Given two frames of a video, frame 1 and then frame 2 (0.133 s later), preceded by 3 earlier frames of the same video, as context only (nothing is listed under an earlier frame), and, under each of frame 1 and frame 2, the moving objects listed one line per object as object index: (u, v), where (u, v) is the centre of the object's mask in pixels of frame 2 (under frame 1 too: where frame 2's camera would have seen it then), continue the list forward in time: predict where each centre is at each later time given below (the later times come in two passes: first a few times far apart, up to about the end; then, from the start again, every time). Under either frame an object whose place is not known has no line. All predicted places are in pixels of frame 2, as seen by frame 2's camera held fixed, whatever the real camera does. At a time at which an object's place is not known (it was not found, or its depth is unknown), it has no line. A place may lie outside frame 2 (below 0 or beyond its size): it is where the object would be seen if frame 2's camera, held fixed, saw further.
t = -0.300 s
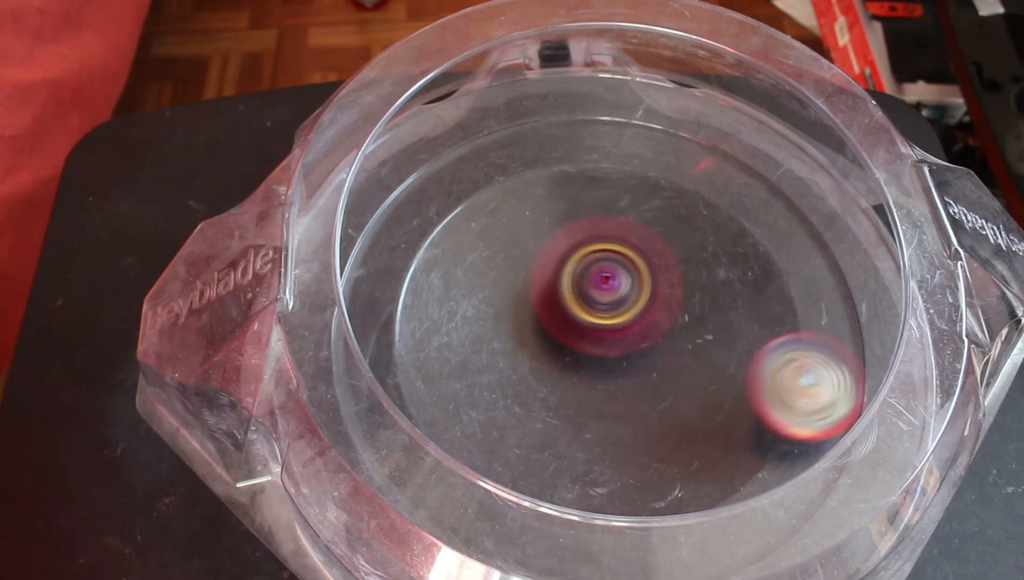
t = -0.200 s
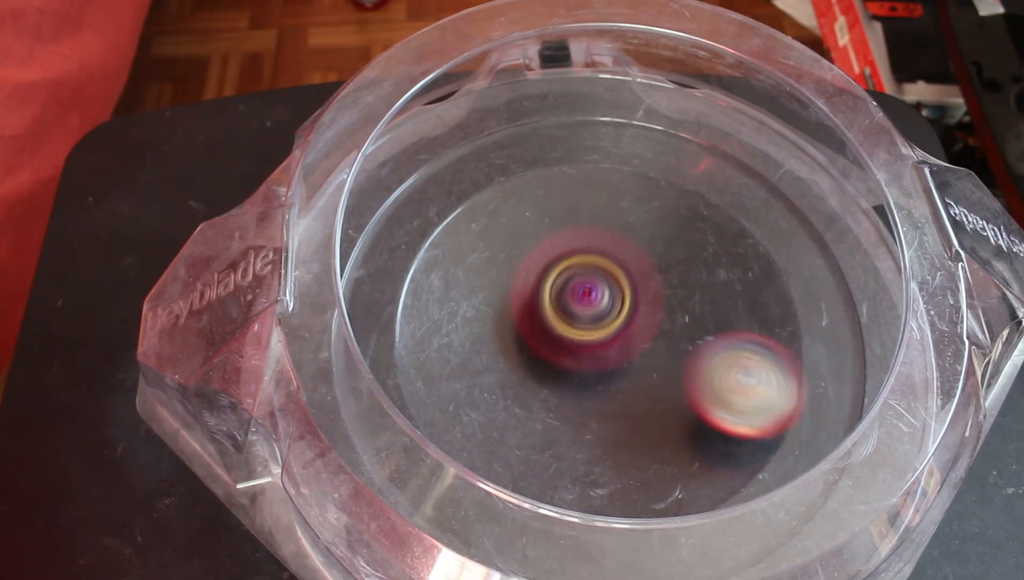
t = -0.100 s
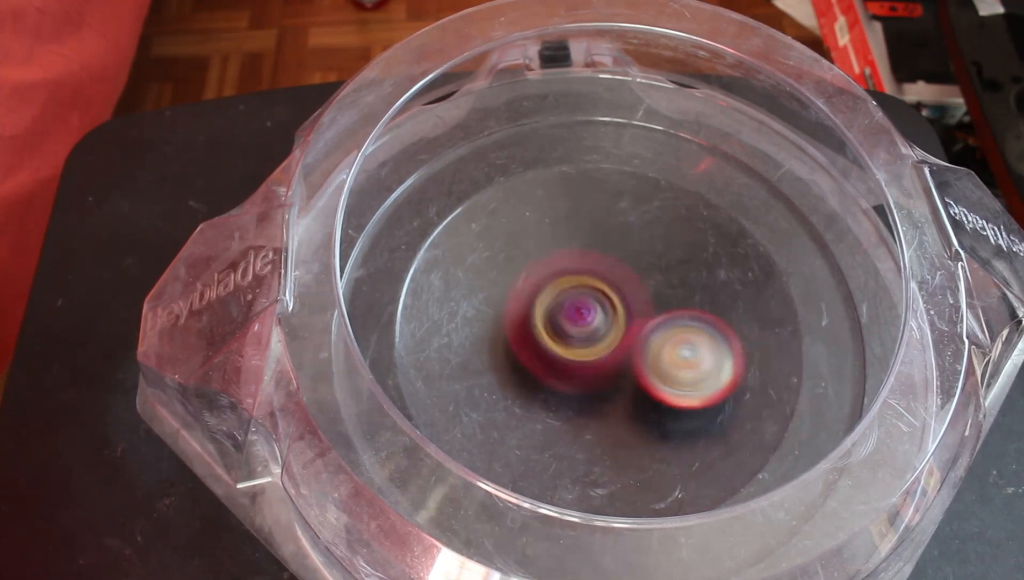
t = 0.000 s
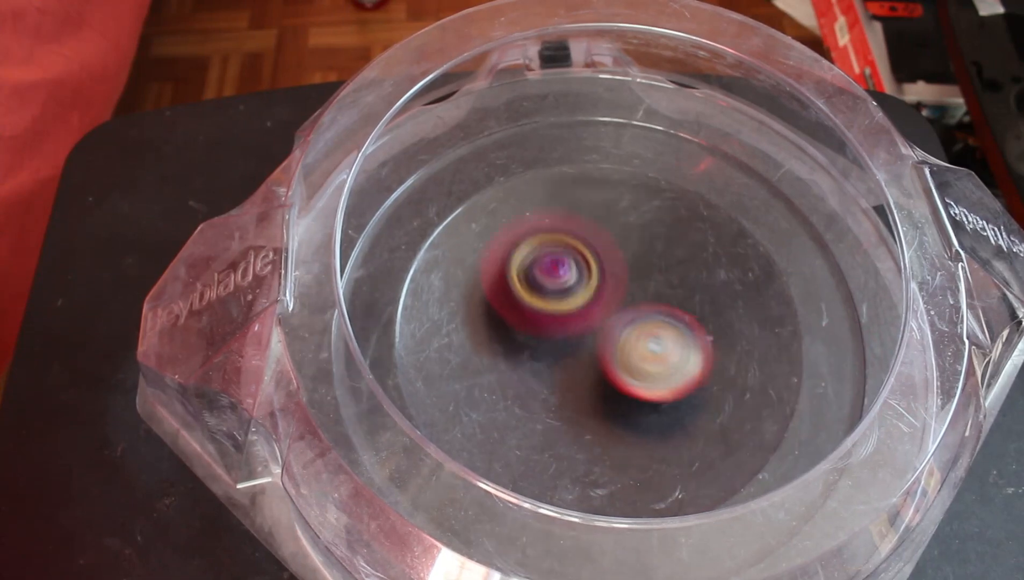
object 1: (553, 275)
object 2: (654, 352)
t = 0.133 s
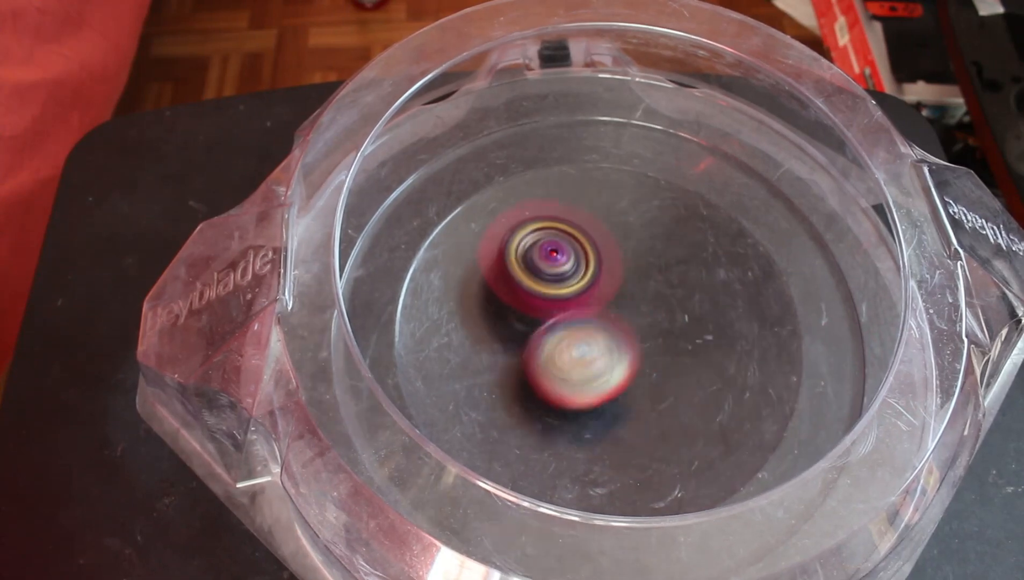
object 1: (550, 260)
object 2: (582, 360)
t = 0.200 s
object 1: (556, 267)
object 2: (558, 386)
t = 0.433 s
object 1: (586, 340)
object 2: (632, 475)
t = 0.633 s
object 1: (600, 346)
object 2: (716, 376)
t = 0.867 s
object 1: (577, 222)
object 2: (628, 322)
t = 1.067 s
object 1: (570, 228)
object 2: (522, 380)
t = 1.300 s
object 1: (579, 317)
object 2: (607, 500)
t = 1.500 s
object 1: (623, 342)
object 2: (721, 415)
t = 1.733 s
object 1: (604, 231)
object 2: (712, 352)
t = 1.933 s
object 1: (588, 204)
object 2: (589, 329)
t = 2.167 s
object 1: (589, 258)
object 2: (526, 427)
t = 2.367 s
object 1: (607, 333)
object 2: (617, 476)
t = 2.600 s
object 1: (648, 265)
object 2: (679, 448)
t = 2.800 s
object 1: (633, 250)
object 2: (624, 347)
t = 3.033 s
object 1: (611, 258)
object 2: (500, 319)
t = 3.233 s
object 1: (596, 286)
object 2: (434, 357)
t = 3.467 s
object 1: (587, 299)
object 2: (535, 396)
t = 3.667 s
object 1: (648, 258)
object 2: (594, 356)
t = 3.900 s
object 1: (669, 246)
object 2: (557, 279)
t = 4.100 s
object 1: (664, 334)
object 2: (506, 300)
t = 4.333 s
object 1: (675, 386)
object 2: (589, 328)
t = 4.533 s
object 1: (685, 389)
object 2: (617, 258)
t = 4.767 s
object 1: (653, 368)
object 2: (571, 246)
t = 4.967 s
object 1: (646, 389)
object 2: (587, 303)
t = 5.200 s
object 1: (630, 382)
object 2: (655, 283)
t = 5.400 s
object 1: (564, 332)
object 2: (645, 260)
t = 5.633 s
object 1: (531, 356)
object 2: (638, 349)
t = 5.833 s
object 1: (580, 408)
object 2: (690, 394)
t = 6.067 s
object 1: (580, 369)
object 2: (704, 433)
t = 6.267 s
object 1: (568, 334)
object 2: (671, 429)
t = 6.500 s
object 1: (622, 320)
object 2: (593, 413)
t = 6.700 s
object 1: (648, 335)
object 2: (557, 401)
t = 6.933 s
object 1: (641, 360)
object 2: (505, 364)
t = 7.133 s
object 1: (639, 380)
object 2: (488, 311)
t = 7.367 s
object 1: (607, 348)
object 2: (527, 287)
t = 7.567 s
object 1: (628, 364)
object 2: (567, 283)
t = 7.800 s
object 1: (641, 378)
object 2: (657, 296)
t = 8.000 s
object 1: (596, 372)
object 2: (670, 296)
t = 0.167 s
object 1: (552, 262)
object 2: (567, 372)
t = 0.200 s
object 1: (556, 267)
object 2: (558, 386)
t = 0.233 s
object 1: (560, 275)
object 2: (553, 399)
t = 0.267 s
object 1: (563, 284)
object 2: (554, 414)
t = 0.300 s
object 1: (567, 295)
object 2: (560, 430)
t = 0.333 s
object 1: (572, 306)
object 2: (571, 445)
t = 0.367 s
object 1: (577, 317)
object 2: (587, 459)
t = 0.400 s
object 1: (582, 330)
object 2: (607, 469)
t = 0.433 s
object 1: (586, 340)
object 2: (632, 475)
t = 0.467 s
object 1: (590, 348)
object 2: (658, 474)
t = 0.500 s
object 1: (594, 353)
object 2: (682, 468)
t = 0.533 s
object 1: (597, 356)
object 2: (701, 454)
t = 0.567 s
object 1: (599, 355)
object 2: (713, 431)
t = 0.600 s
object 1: (599, 351)
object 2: (717, 402)
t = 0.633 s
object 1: (600, 346)
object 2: (716, 376)
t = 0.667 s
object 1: (597, 332)
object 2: (712, 357)
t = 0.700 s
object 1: (595, 316)
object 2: (706, 342)
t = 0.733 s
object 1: (589, 295)
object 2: (698, 333)
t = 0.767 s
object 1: (585, 272)
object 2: (688, 329)
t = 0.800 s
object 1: (582, 251)
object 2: (673, 327)
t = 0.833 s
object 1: (579, 234)
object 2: (653, 324)
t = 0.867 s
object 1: (577, 222)
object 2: (628, 322)
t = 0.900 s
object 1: (575, 216)
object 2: (601, 323)
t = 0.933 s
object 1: (573, 215)
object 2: (577, 330)
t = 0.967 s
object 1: (571, 215)
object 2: (555, 339)
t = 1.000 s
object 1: (570, 217)
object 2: (538, 351)
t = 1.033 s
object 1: (569, 221)
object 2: (528, 365)
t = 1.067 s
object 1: (570, 228)
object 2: (522, 380)
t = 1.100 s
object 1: (570, 237)
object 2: (521, 398)
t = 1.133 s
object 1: (570, 248)
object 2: (525, 417)
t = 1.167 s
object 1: (571, 261)
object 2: (533, 437)
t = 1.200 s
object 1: (571, 275)
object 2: (546, 453)
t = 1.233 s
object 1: (572, 290)
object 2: (562, 472)
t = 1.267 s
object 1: (576, 304)
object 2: (582, 488)
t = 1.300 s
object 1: (579, 317)
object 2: (607, 500)
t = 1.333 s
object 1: (586, 328)
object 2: (634, 503)
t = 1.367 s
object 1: (592, 336)
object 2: (662, 497)
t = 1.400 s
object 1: (601, 341)
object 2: (684, 476)
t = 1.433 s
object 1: (609, 343)
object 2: (704, 462)
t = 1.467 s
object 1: (618, 344)
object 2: (716, 440)
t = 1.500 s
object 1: (623, 342)
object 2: (721, 415)
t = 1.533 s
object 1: (627, 337)
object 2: (722, 391)
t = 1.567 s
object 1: (625, 310)
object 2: (731, 394)
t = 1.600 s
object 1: (621, 285)
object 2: (737, 397)
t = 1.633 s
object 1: (615, 261)
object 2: (737, 394)
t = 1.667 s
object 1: (611, 245)
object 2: (732, 384)
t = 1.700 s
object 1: (607, 235)
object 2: (724, 370)
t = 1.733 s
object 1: (604, 231)
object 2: (712, 352)
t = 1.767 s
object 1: (603, 232)
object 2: (696, 333)
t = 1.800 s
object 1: (602, 234)
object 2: (677, 318)
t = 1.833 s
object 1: (599, 225)
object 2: (656, 318)
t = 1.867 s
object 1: (593, 212)
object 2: (636, 322)
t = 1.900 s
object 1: (590, 205)
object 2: (612, 325)
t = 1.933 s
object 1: (588, 204)
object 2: (589, 329)
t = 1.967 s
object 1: (588, 206)
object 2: (568, 337)
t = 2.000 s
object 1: (588, 211)
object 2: (551, 347)
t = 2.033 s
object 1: (587, 218)
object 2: (538, 360)
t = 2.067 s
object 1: (587, 227)
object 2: (530, 375)
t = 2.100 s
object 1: (587, 236)
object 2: (526, 391)
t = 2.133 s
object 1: (588, 246)
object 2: (525, 409)
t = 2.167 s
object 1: (589, 258)
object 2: (526, 427)
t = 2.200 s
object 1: (589, 270)
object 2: (532, 443)
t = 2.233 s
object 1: (590, 282)
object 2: (541, 459)
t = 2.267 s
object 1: (592, 295)
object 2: (555, 475)
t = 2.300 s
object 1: (595, 308)
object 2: (573, 484)
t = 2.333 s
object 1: (601, 322)
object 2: (595, 478)
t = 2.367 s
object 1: (607, 333)
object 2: (617, 476)
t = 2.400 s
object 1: (615, 343)
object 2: (637, 469)
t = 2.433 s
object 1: (623, 349)
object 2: (651, 455)
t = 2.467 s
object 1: (633, 339)
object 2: (659, 458)
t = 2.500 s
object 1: (640, 317)
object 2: (665, 466)
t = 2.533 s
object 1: (645, 295)
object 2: (670, 467)
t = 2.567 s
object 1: (648, 277)
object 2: (675, 461)
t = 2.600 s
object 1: (648, 265)
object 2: (679, 448)
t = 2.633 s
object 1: (647, 259)
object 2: (679, 428)
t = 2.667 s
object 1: (644, 258)
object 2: (675, 407)
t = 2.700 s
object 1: (640, 261)
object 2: (667, 387)
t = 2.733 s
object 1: (636, 265)
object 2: (656, 368)
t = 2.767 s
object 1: (635, 259)
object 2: (642, 357)
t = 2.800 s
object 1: (633, 250)
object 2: (624, 347)
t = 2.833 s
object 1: (628, 245)
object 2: (606, 336)
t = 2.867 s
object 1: (624, 245)
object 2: (587, 329)
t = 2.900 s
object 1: (622, 246)
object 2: (566, 322)
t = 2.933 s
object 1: (620, 248)
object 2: (549, 318)
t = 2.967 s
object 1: (617, 251)
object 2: (531, 316)
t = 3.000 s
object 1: (614, 254)
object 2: (515, 316)
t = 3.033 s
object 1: (611, 258)
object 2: (500, 319)
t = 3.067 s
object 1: (607, 263)
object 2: (485, 322)
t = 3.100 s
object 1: (605, 269)
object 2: (471, 327)
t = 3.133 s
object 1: (602, 274)
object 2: (459, 332)
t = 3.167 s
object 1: (600, 278)
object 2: (448, 339)
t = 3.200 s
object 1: (598, 282)
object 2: (440, 347)
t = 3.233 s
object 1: (596, 286)
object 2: (434, 357)
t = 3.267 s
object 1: (594, 289)
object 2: (431, 368)
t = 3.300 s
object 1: (593, 292)
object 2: (437, 381)
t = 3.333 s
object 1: (592, 293)
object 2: (448, 392)
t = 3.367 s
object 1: (590, 295)
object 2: (467, 400)
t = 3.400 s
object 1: (589, 297)
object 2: (488, 403)
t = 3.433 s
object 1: (588, 298)
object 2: (512, 401)
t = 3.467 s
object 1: (587, 299)
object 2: (535, 396)
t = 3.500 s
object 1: (590, 297)
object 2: (553, 391)
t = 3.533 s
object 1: (599, 290)
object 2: (567, 387)
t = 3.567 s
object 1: (610, 285)
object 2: (579, 380)
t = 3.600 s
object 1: (623, 275)
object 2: (588, 374)
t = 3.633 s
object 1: (634, 270)
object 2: (596, 363)
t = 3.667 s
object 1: (648, 258)
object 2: (594, 356)
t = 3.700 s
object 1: (662, 246)
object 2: (592, 347)
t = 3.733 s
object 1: (669, 237)
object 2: (591, 336)
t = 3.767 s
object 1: (673, 232)
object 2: (587, 322)
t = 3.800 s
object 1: (675, 230)
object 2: (582, 308)
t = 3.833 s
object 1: (673, 232)
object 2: (575, 296)
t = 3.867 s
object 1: (671, 237)
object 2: (566, 286)
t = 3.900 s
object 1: (669, 246)
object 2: (557, 279)
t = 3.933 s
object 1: (668, 256)
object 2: (546, 275)
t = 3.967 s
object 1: (667, 270)
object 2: (534, 273)
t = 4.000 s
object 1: (666, 285)
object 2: (523, 274)
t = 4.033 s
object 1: (666, 302)
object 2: (513, 279)
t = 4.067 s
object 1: (664, 317)
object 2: (506, 287)
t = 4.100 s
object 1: (664, 334)
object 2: (506, 300)
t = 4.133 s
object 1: (663, 350)
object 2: (512, 315)
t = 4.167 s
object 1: (660, 361)
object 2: (525, 327)
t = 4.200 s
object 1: (656, 368)
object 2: (541, 338)
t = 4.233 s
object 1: (661, 375)
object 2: (552, 341)
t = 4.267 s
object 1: (668, 380)
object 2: (563, 340)
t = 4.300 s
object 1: (672, 383)
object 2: (576, 335)
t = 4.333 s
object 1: (675, 386)
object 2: (589, 328)
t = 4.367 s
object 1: (682, 392)
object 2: (598, 315)
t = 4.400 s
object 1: (688, 395)
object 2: (606, 303)
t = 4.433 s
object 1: (690, 393)
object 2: (613, 291)
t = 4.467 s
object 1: (690, 392)
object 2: (617, 280)
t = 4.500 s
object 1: (689, 390)
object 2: (618, 268)
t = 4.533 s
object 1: (685, 389)
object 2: (617, 258)
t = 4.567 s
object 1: (682, 388)
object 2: (614, 249)
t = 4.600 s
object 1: (677, 386)
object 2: (610, 241)
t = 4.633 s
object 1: (672, 384)
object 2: (604, 233)
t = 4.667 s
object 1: (667, 382)
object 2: (595, 229)
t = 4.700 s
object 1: (662, 377)
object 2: (586, 228)
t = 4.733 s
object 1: (657, 373)
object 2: (576, 234)
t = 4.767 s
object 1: (653, 368)
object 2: (571, 246)
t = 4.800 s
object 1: (648, 364)
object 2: (568, 262)
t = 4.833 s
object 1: (645, 359)
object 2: (569, 277)
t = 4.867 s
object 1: (645, 364)
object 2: (570, 288)
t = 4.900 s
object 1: (645, 372)
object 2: (573, 294)
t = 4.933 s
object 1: (645, 382)
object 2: (578, 299)
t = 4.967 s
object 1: (646, 389)
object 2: (587, 303)
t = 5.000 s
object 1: (646, 397)
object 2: (599, 307)
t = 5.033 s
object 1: (647, 401)
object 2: (611, 307)
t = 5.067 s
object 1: (647, 402)
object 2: (624, 306)
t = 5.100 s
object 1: (647, 399)
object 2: (635, 302)
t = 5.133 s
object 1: (643, 396)
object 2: (645, 297)
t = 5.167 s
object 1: (638, 390)
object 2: (652, 290)
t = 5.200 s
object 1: (630, 382)
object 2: (655, 283)
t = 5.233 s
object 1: (624, 371)
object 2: (655, 274)
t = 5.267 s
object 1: (616, 359)
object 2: (653, 266)
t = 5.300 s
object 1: (602, 348)
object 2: (652, 259)
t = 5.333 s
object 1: (584, 342)
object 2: (652, 256)
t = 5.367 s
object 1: (573, 338)
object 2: (650, 257)
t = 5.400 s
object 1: (564, 332)
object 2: (645, 260)
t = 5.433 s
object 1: (558, 329)
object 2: (641, 267)
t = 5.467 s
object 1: (550, 328)
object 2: (638, 279)
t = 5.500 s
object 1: (539, 323)
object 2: (637, 294)
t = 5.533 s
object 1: (527, 327)
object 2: (634, 311)
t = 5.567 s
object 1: (523, 332)
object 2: (633, 326)
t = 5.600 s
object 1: (525, 343)
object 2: (635, 338)
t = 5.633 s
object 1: (531, 356)
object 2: (638, 349)
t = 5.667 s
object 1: (545, 370)
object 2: (645, 358)
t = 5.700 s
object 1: (553, 383)
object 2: (656, 365)
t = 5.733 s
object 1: (563, 395)
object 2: (666, 374)
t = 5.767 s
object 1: (569, 402)
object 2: (676, 381)
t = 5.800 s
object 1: (574, 406)
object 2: (684, 387)
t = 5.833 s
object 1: (580, 408)
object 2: (690, 394)
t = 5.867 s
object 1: (583, 408)
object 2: (695, 400)
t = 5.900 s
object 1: (586, 405)
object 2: (698, 406)
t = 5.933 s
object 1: (588, 400)
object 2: (701, 412)
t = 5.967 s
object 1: (587, 395)
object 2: (702, 418)
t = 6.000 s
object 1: (586, 388)
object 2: (703, 423)
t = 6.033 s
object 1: (584, 379)
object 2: (704, 429)
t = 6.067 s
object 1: (580, 369)
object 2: (704, 433)
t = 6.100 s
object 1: (577, 359)
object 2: (703, 437)
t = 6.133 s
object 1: (574, 351)
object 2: (700, 439)
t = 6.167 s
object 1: (569, 344)
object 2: (695, 439)
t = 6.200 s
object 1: (566, 337)
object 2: (689, 437)
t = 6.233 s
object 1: (566, 333)
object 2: (682, 434)
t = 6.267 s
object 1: (568, 334)
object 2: (671, 429)
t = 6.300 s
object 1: (571, 334)
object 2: (660, 424)
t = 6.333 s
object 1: (575, 333)
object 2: (649, 419)
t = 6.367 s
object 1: (581, 328)
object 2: (637, 413)
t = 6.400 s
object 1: (591, 325)
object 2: (625, 412)
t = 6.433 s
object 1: (600, 321)
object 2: (613, 412)
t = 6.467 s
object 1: (612, 319)
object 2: (601, 413)
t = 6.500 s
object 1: (622, 320)
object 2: (593, 413)
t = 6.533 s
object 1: (634, 321)
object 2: (586, 411)
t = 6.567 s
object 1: (642, 323)
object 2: (580, 410)
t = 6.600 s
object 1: (648, 329)
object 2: (575, 409)
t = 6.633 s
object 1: (649, 333)
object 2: (569, 407)
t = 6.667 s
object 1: (648, 335)
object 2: (563, 404)
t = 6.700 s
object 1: (648, 335)
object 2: (557, 401)
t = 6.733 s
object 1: (648, 334)
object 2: (551, 399)
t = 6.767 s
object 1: (648, 335)
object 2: (545, 395)
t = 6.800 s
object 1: (646, 337)
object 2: (539, 391)
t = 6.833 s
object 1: (643, 342)
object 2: (533, 387)
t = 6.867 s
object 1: (638, 347)
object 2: (528, 381)
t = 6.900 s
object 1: (631, 352)
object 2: (522, 375)
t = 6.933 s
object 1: (641, 360)
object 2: (505, 364)
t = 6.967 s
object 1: (649, 369)
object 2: (493, 350)
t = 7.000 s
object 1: (653, 376)
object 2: (487, 337)
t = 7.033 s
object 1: (652, 382)
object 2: (485, 328)
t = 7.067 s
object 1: (648, 384)
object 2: (485, 322)
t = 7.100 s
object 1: (643, 383)
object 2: (486, 317)
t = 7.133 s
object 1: (639, 380)
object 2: (488, 311)
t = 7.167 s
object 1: (637, 377)
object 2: (491, 306)
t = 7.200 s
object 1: (635, 375)
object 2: (495, 301)
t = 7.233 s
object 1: (629, 372)
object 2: (500, 296)
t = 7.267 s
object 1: (622, 366)
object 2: (506, 293)
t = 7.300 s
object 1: (618, 359)
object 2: (513, 290)
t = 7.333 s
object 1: (613, 353)
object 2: (520, 289)
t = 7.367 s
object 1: (607, 348)
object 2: (527, 287)
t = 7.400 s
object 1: (607, 348)
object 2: (532, 282)
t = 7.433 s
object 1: (612, 352)
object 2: (538, 277)
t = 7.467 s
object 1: (618, 354)
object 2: (544, 275)
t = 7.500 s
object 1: (622, 356)
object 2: (553, 277)
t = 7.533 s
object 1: (625, 359)
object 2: (560, 280)
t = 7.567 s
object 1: (628, 364)
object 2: (567, 283)
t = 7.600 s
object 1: (633, 370)
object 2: (575, 284)
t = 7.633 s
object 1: (638, 374)
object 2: (584, 288)
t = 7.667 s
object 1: (640, 375)
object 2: (593, 291)
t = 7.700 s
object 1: (641, 376)
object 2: (606, 295)
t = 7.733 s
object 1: (642, 378)
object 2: (623, 295)
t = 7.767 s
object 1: (642, 378)
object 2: (641, 295)
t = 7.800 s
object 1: (641, 378)
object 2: (657, 296)
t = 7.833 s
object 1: (635, 381)
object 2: (666, 294)
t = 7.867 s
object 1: (628, 381)
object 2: (671, 295)
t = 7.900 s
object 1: (620, 381)
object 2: (672, 295)
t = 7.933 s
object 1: (612, 380)
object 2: (671, 296)
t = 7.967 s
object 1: (604, 378)
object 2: (670, 295)
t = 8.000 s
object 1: (596, 372)
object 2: (670, 296)
